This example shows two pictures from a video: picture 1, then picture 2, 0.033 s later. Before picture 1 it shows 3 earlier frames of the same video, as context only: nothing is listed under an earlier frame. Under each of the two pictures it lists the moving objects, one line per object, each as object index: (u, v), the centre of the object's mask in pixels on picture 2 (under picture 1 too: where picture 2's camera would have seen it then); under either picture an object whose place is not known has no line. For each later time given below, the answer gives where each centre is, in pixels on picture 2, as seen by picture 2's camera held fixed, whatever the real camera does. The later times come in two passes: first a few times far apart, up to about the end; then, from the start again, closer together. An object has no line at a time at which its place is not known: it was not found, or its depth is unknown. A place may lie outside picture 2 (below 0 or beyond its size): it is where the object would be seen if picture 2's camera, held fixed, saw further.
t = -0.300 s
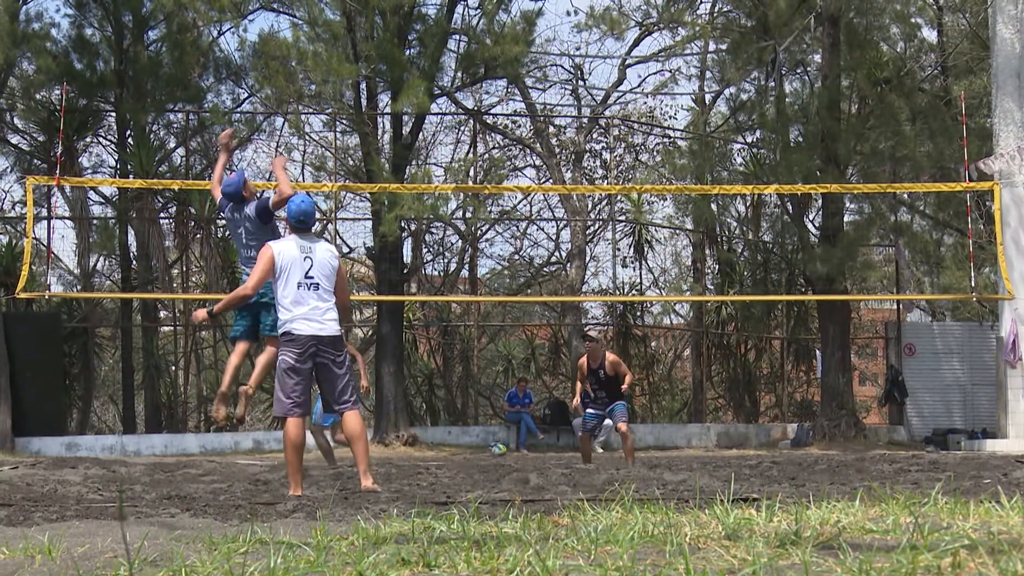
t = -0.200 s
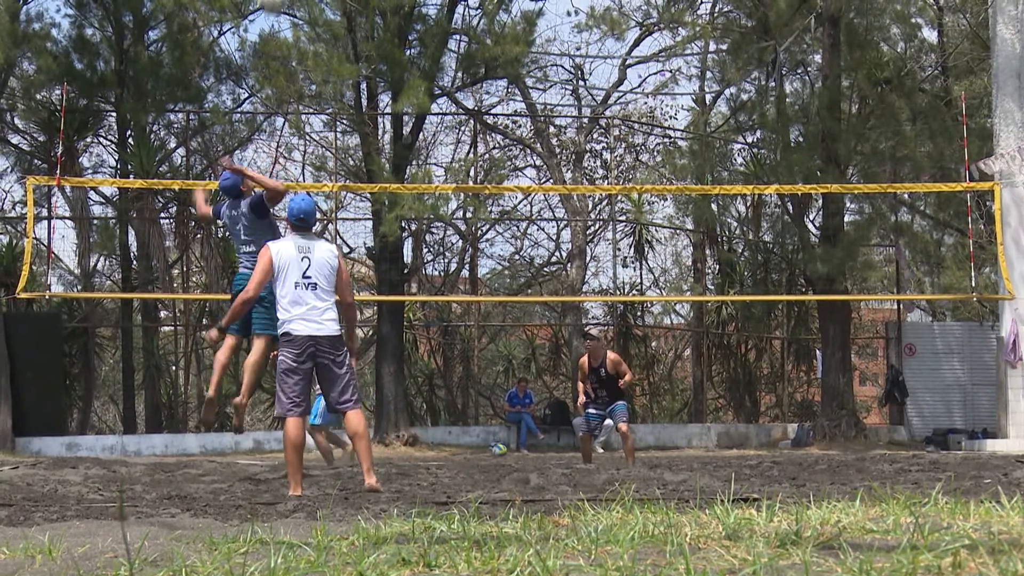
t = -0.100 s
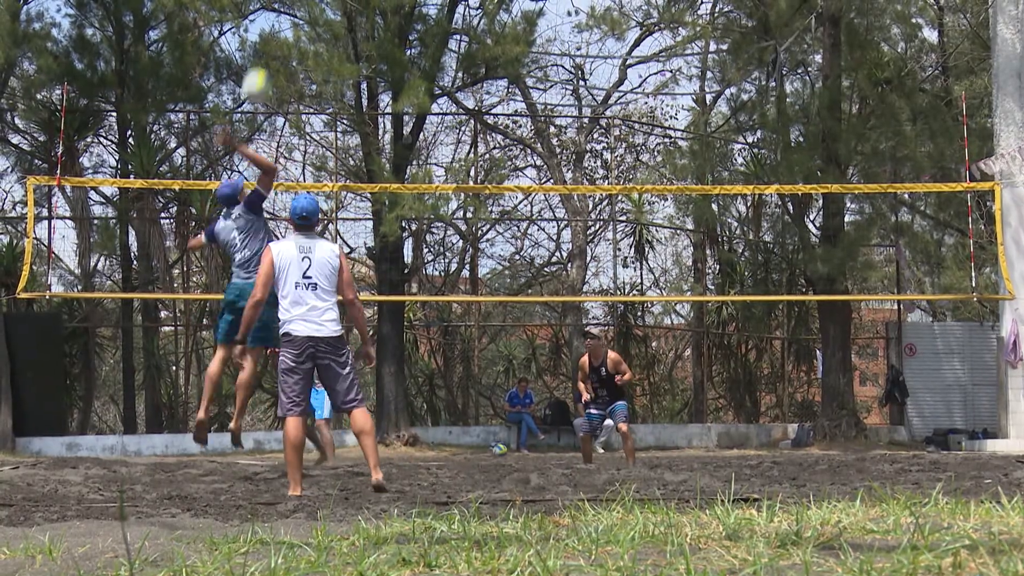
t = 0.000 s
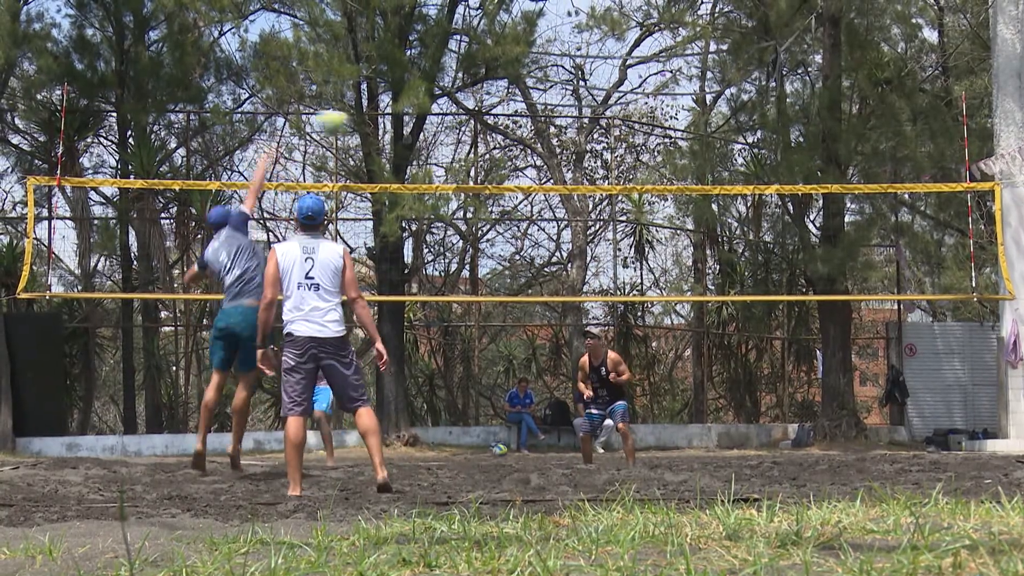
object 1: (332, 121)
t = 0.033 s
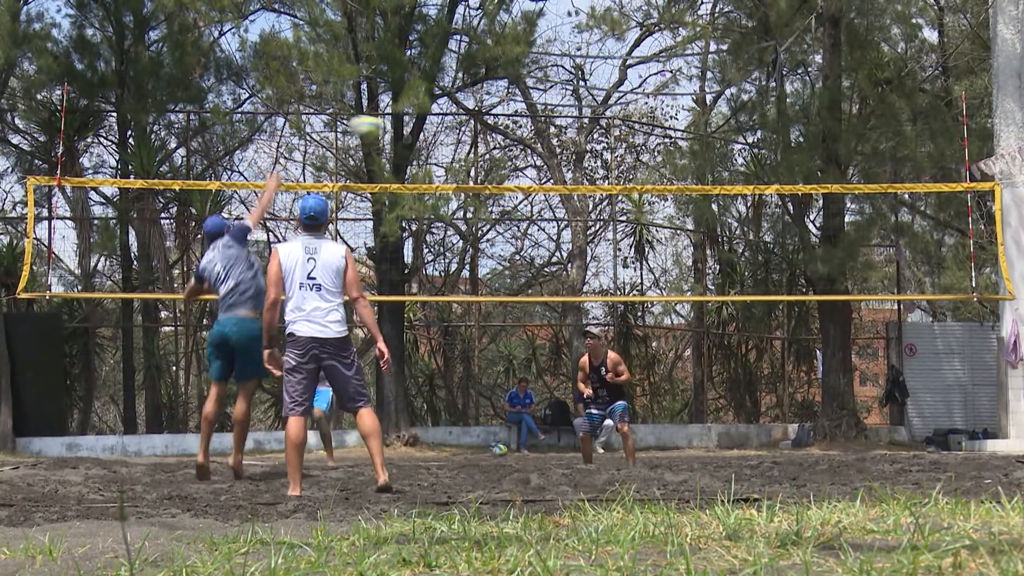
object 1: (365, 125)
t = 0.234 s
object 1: (549, 177)
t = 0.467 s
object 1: (709, 277)
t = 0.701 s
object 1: (837, 404)
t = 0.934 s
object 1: (940, 416)
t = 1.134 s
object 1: (1016, 405)
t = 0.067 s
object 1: (402, 134)
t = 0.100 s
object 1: (433, 140)
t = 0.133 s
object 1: (465, 147)
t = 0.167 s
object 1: (495, 158)
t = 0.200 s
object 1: (522, 168)
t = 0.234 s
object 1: (549, 177)
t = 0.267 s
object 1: (574, 192)
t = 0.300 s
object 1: (600, 203)
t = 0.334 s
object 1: (624, 216)
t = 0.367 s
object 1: (645, 232)
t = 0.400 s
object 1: (667, 246)
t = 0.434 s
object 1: (689, 260)
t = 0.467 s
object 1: (709, 277)
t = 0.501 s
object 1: (728, 290)
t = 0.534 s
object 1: (749, 311)
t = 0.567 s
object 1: (768, 328)
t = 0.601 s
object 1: (785, 346)
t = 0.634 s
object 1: (803, 364)
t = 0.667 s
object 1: (820, 384)
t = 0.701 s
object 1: (837, 404)
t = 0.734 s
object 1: (852, 423)
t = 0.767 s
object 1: (868, 443)
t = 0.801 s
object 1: (884, 445)
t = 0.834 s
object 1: (898, 436)
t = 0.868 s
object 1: (913, 427)
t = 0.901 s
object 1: (926, 420)
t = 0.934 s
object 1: (940, 416)
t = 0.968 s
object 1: (953, 411)
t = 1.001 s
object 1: (966, 407)
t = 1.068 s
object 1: (992, 403)
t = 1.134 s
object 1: (1016, 405)
